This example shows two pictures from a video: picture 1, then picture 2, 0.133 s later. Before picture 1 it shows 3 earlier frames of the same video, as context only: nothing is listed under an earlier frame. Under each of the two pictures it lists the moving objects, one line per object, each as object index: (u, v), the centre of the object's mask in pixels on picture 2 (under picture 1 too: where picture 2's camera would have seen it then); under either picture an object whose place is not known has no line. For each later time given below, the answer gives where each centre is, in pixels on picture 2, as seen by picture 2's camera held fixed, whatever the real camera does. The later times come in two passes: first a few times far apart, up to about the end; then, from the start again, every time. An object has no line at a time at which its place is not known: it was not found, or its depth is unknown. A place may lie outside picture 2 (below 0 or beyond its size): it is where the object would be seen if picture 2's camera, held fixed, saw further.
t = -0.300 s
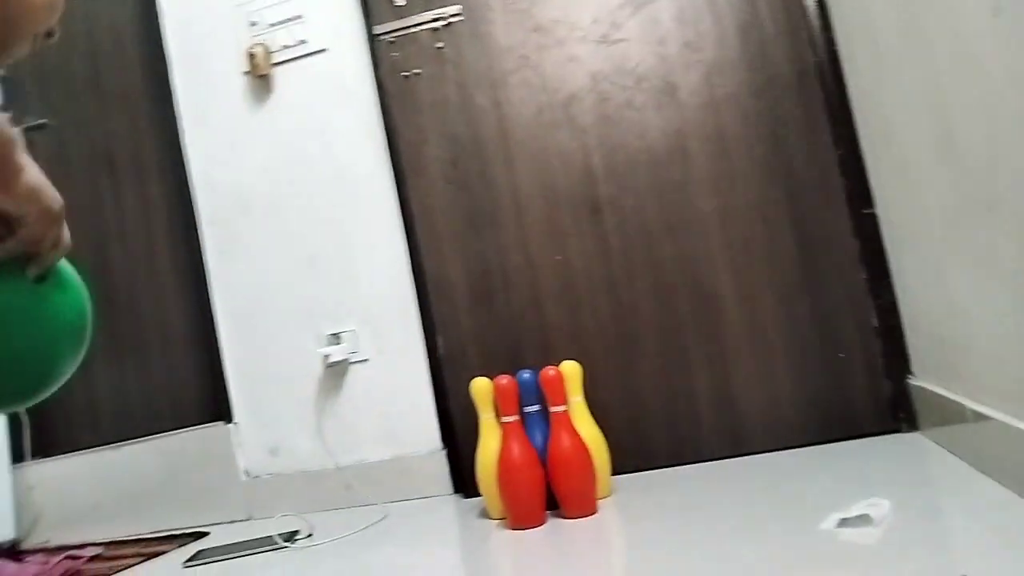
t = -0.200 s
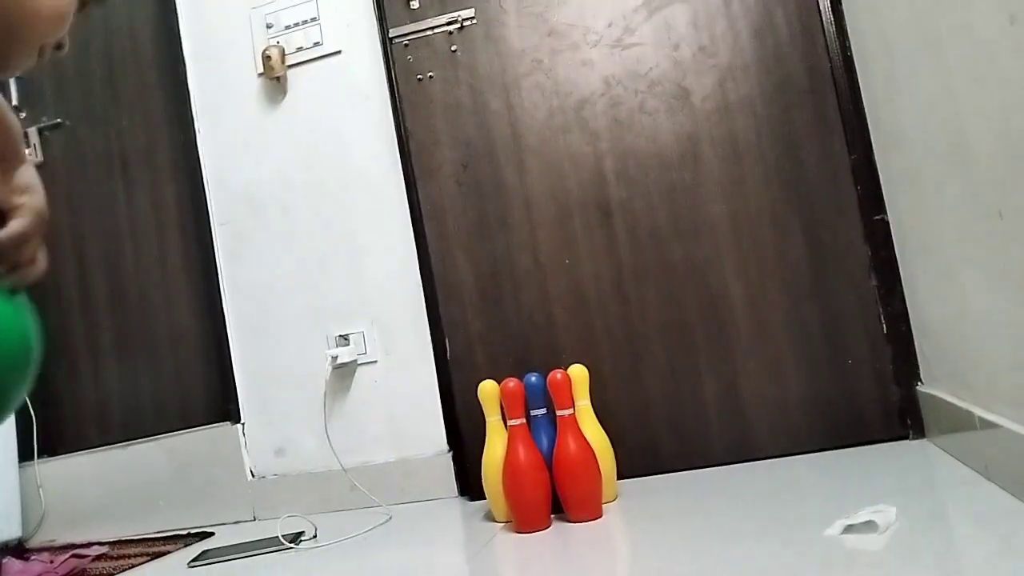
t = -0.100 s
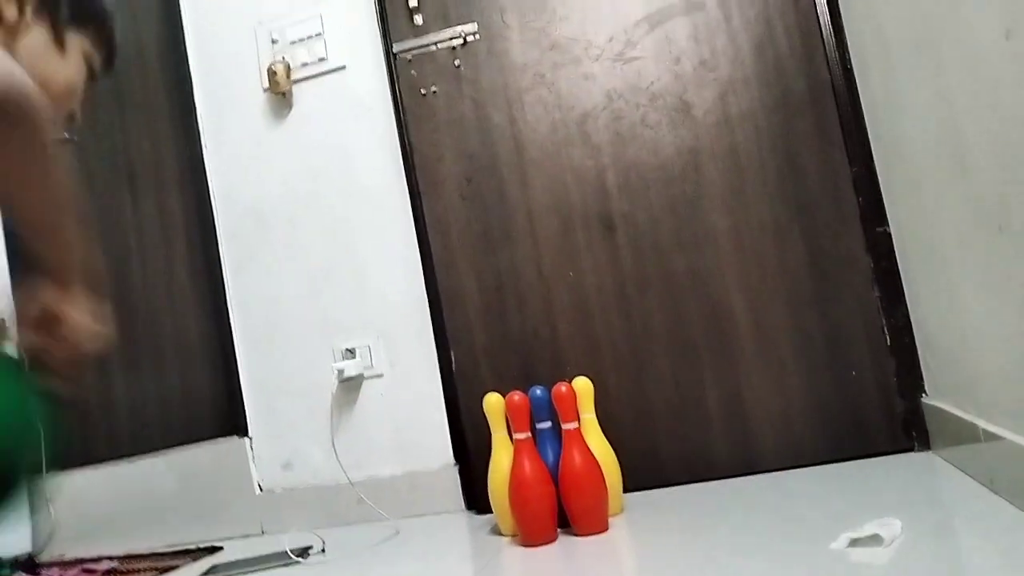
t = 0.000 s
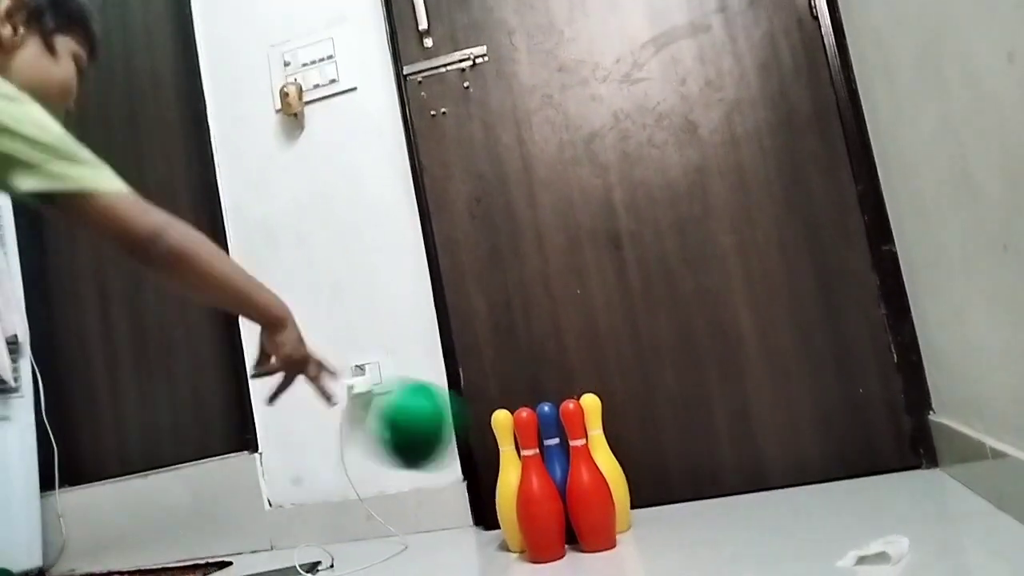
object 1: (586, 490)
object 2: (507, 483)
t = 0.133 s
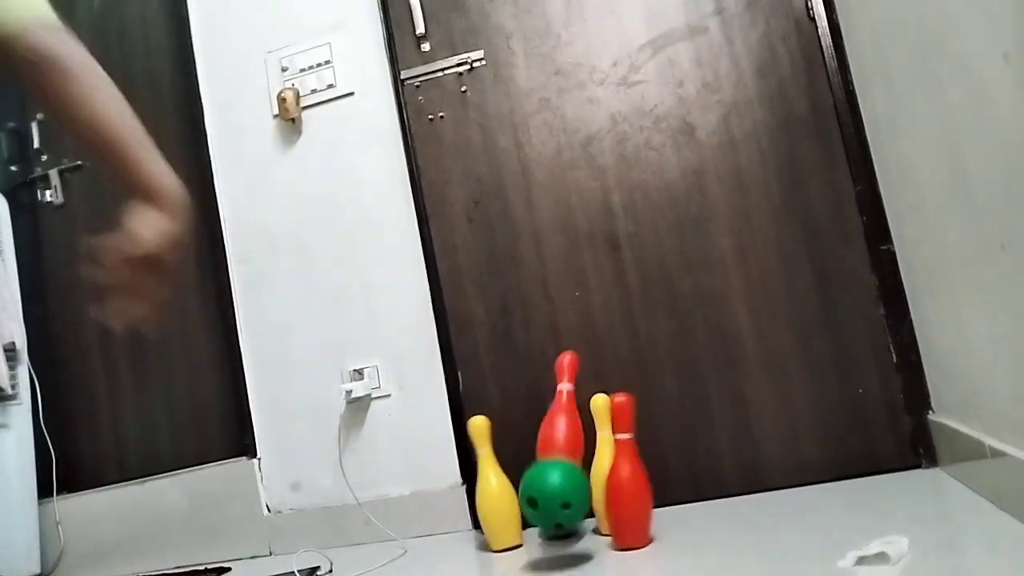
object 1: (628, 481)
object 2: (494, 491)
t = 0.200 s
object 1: (665, 475)
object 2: (488, 495)
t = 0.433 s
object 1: (796, 497)
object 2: (470, 523)
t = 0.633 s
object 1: (845, 499)
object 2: (457, 528)
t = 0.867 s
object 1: (885, 507)
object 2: (454, 529)
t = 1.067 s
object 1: (898, 508)
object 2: (459, 527)
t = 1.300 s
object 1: (912, 509)
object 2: (471, 523)
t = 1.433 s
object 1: (919, 510)
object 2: (475, 522)
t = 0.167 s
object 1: (645, 475)
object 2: (491, 493)
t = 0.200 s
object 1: (665, 475)
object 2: (488, 495)
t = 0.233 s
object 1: (692, 484)
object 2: (486, 504)
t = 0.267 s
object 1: (725, 506)
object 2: (484, 519)
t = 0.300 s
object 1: (736, 476)
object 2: (483, 515)
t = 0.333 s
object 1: (747, 469)
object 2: (479, 515)
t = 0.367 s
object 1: (759, 468)
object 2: (474, 520)
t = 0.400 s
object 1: (775, 473)
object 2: (472, 522)
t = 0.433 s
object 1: (796, 497)
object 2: (470, 523)
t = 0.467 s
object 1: (807, 494)
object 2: (467, 524)
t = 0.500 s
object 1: (828, 485)
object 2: (464, 526)
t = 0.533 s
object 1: (843, 493)
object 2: (462, 526)
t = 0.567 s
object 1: (854, 488)
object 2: (461, 527)
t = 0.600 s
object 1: (843, 482)
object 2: (459, 528)
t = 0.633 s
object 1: (845, 499)
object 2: (457, 528)
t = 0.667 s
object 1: (846, 502)
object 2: (456, 529)
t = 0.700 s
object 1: (858, 503)
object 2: (455, 529)
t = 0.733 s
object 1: (866, 503)
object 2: (454, 529)
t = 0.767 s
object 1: (871, 505)
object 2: (454, 529)
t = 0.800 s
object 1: (877, 506)
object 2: (454, 529)
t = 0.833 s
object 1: (881, 507)
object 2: (454, 530)
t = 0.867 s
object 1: (885, 507)
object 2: (454, 529)
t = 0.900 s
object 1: (889, 507)
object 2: (455, 529)
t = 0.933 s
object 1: (893, 507)
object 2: (455, 528)
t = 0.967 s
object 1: (895, 507)
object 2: (456, 528)
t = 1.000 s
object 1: (896, 507)
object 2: (457, 528)
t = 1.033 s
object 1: (897, 508)
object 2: (458, 528)
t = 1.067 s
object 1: (898, 508)
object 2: (459, 527)
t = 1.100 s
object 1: (900, 508)
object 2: (461, 527)
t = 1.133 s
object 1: (901, 509)
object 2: (462, 526)
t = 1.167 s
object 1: (904, 509)
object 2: (464, 526)
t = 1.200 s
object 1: (907, 510)
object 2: (465, 525)
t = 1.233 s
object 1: (908, 510)
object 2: (467, 525)
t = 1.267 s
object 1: (910, 509)
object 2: (469, 524)
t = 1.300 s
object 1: (912, 509)
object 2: (471, 523)
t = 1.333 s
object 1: (913, 509)
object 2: (472, 523)
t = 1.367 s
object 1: (915, 510)
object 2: (474, 521)
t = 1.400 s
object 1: (918, 510)
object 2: (476, 521)
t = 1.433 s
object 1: (919, 510)
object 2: (475, 522)
